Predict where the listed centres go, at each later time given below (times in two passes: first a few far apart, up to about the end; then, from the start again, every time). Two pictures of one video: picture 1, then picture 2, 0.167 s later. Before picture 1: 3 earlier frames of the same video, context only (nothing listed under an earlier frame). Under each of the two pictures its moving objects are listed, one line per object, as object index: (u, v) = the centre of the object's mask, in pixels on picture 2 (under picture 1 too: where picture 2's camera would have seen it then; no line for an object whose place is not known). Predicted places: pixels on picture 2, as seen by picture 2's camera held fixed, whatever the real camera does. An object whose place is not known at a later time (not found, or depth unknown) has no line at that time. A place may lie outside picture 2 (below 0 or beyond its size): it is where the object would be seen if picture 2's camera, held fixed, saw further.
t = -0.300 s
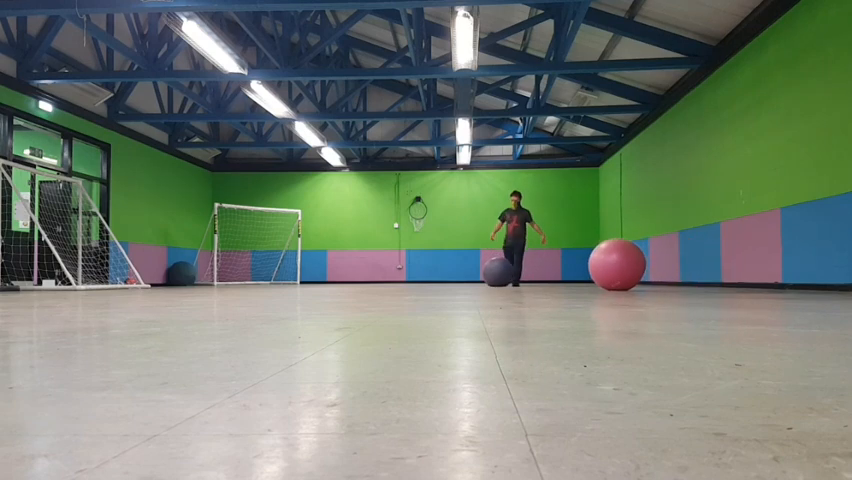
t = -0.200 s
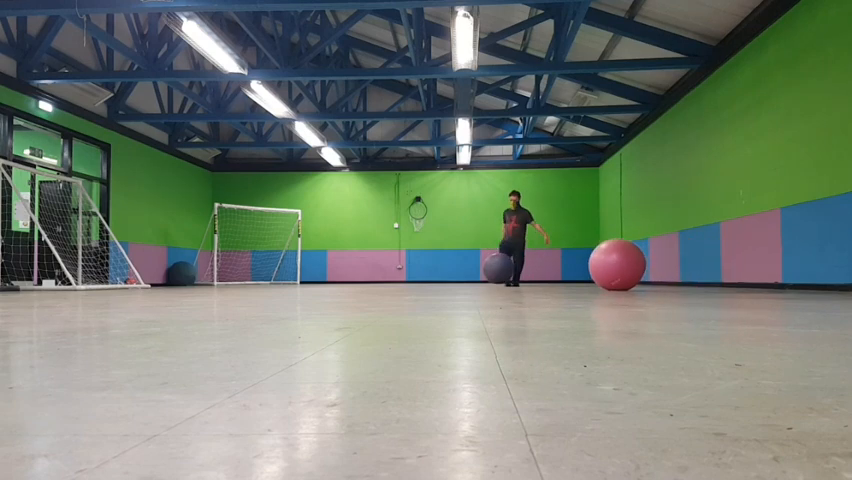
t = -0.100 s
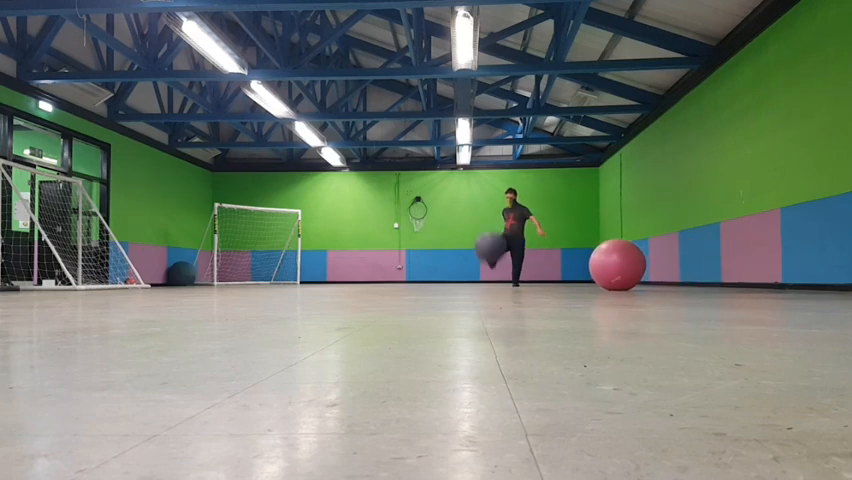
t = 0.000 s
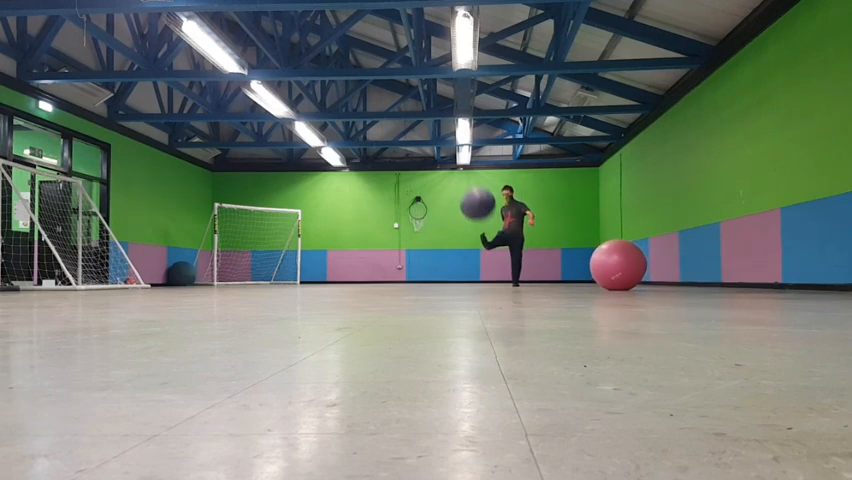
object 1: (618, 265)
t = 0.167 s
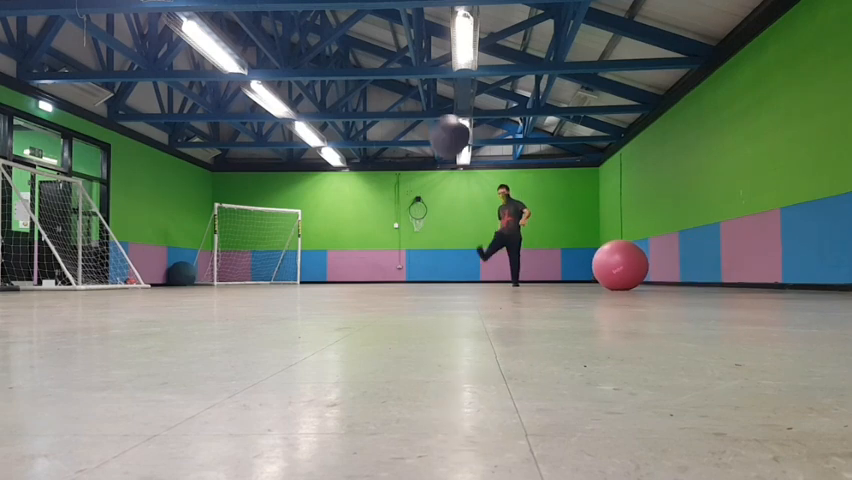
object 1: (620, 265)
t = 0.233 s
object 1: (621, 265)
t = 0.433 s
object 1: (626, 265)
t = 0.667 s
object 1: (633, 265)
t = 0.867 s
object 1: (639, 265)
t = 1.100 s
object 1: (646, 265)
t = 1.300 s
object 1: (651, 264)
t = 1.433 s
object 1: (654, 265)
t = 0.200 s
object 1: (620, 265)
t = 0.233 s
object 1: (621, 265)
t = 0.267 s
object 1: (622, 265)
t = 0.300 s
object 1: (622, 265)
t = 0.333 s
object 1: (623, 265)
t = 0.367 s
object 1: (624, 265)
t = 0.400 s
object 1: (625, 265)
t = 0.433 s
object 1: (626, 265)
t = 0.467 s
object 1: (627, 265)
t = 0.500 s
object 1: (628, 265)
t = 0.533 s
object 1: (629, 265)
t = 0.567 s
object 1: (630, 265)
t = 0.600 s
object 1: (631, 265)
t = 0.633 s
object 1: (632, 265)
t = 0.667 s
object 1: (633, 265)
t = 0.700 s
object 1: (634, 265)
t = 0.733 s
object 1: (635, 265)
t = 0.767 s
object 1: (636, 265)
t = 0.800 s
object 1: (637, 265)
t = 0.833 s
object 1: (638, 265)
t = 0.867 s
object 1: (639, 265)
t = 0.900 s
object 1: (640, 264)
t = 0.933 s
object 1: (641, 265)
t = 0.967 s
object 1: (642, 264)
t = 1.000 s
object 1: (643, 265)
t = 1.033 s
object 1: (644, 265)
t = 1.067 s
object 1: (645, 265)
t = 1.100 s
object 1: (646, 265)
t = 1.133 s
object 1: (647, 264)
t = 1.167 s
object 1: (648, 265)
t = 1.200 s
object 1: (648, 265)
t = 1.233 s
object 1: (649, 265)
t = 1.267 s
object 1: (650, 265)
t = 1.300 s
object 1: (651, 264)
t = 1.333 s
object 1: (651, 265)
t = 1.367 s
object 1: (653, 265)
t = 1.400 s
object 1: (653, 264)
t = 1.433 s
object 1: (654, 265)
